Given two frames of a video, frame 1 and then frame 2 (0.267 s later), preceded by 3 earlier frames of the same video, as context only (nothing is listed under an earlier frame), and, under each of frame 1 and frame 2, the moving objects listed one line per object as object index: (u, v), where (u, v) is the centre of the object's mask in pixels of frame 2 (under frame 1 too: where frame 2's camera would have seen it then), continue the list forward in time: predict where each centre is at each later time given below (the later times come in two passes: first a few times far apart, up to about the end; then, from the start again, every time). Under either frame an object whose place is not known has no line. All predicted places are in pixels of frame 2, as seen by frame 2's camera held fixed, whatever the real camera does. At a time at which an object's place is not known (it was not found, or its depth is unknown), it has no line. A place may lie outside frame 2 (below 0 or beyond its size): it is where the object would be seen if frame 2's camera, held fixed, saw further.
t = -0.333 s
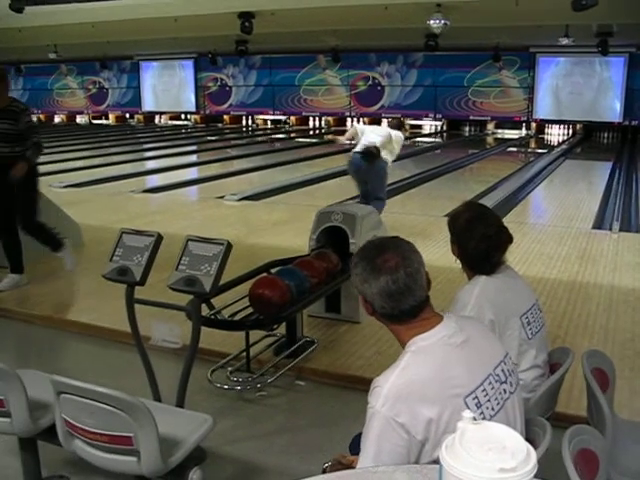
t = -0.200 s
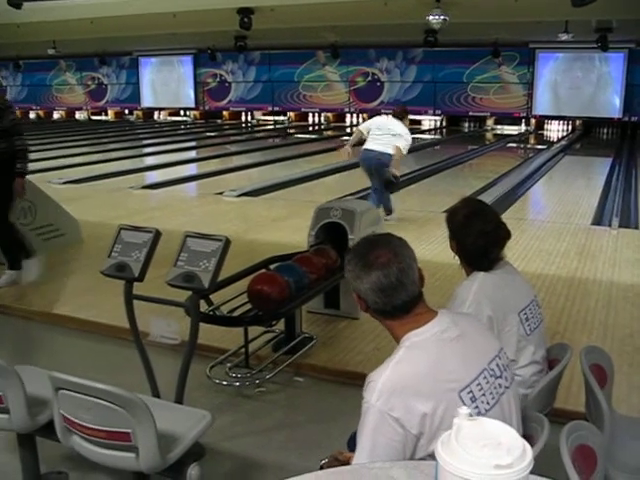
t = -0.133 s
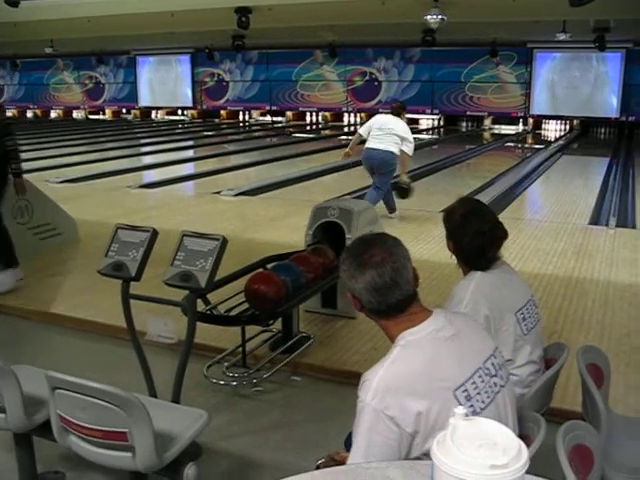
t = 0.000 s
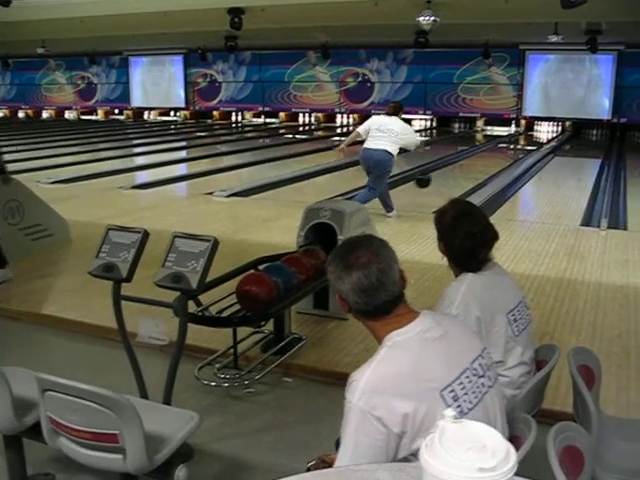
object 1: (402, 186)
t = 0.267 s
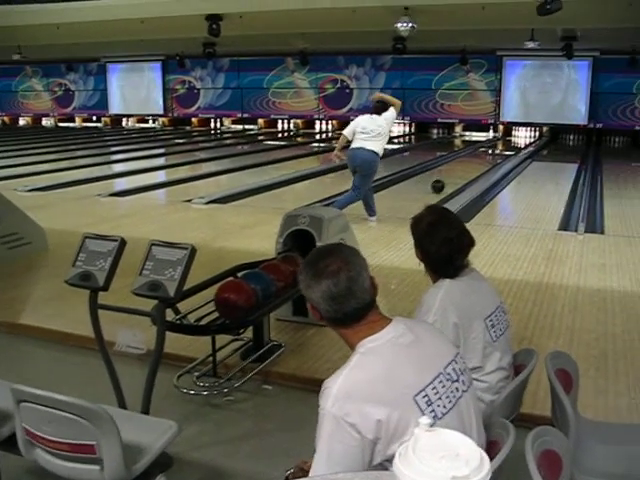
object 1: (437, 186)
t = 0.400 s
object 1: (451, 179)
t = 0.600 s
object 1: (467, 170)
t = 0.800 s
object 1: (480, 163)
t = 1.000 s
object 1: (490, 158)
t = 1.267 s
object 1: (500, 152)
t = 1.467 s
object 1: (507, 149)
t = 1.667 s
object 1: (511, 146)
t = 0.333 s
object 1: (444, 183)
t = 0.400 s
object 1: (451, 179)
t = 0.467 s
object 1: (457, 176)
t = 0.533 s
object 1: (462, 173)
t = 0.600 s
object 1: (467, 170)
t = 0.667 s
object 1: (472, 168)
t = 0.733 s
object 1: (476, 166)
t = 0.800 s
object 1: (480, 163)
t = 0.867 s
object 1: (483, 161)
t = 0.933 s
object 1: (487, 159)
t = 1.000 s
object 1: (490, 158)
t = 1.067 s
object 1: (493, 156)
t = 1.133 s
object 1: (495, 155)
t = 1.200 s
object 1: (497, 154)
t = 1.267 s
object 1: (500, 152)
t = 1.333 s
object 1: (502, 150)
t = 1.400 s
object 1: (504, 148)
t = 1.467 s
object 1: (507, 149)
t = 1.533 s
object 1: (509, 147)
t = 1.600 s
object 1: (508, 146)
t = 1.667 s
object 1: (511, 146)
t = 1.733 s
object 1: (513, 144)
